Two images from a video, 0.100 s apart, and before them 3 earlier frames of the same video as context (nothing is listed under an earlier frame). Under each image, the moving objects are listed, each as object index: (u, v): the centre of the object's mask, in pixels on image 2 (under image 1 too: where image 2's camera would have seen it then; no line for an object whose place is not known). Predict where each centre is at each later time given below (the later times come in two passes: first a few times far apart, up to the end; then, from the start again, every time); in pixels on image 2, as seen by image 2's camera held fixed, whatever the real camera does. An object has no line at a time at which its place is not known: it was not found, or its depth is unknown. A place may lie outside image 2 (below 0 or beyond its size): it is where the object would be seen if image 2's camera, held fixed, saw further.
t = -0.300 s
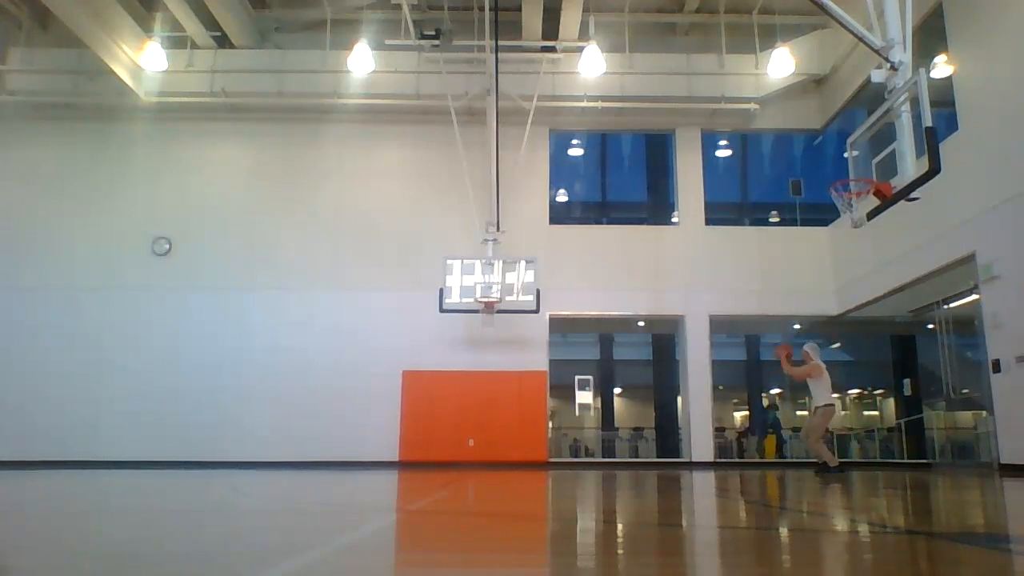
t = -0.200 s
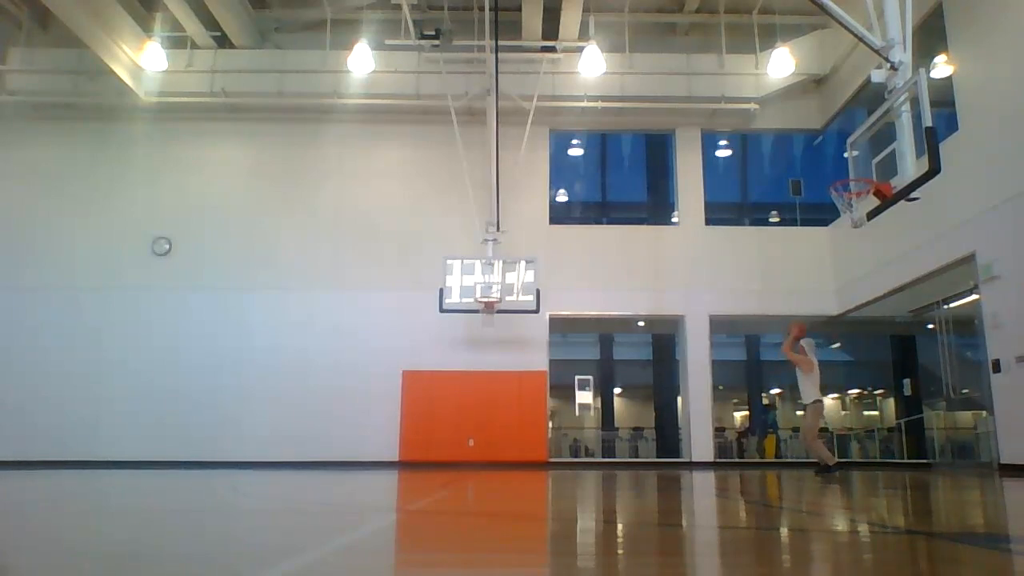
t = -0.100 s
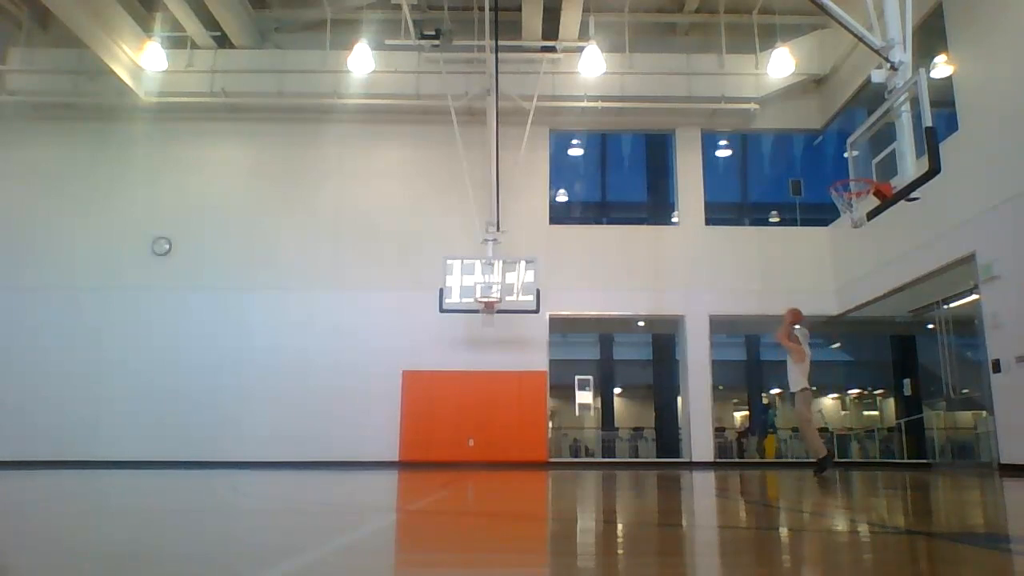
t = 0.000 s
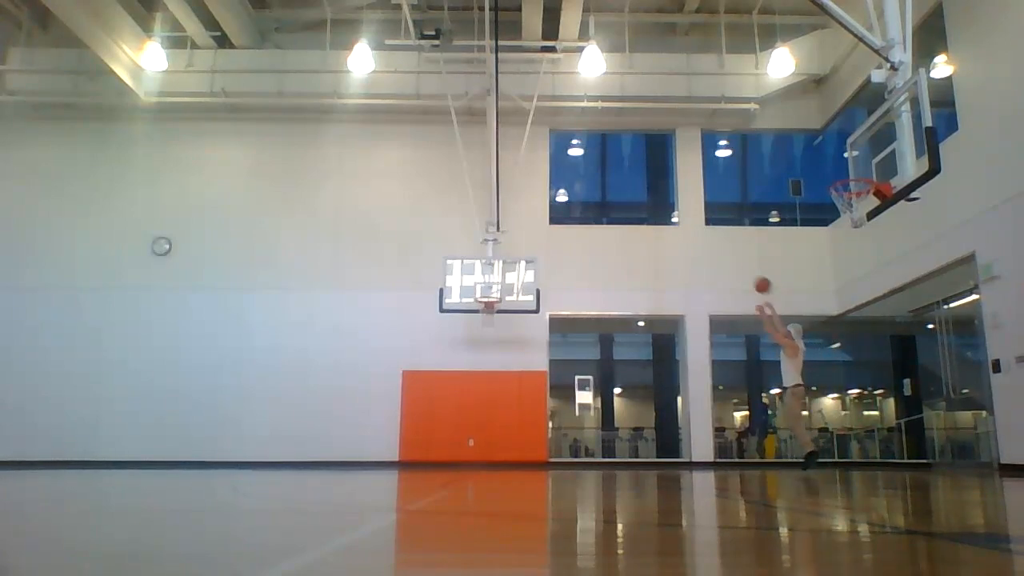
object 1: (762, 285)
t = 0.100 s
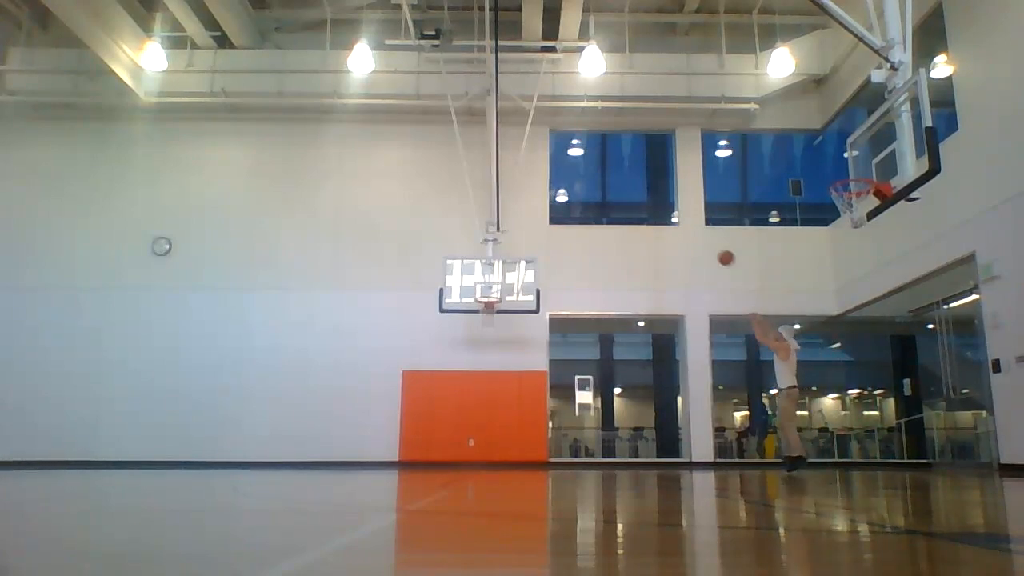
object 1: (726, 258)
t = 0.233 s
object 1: (681, 234)
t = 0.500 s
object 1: (607, 222)
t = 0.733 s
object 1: (551, 243)
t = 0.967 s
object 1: (501, 289)
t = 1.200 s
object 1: (471, 294)
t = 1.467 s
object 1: (447, 309)
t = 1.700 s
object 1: (423, 354)
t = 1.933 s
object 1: (397, 437)
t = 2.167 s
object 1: (376, 410)
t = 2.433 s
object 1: (354, 365)
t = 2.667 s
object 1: (333, 361)
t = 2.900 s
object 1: (308, 389)
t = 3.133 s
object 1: (281, 453)
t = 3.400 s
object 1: (255, 413)
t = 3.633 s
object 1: (231, 400)
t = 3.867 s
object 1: (203, 421)
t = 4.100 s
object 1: (174, 451)
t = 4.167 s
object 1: (168, 440)
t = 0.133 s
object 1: (714, 250)
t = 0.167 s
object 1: (703, 244)
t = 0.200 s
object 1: (692, 239)
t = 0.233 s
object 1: (681, 234)
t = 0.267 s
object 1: (672, 229)
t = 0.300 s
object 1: (661, 226)
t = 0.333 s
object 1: (652, 224)
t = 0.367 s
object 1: (642, 222)
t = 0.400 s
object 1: (633, 221)
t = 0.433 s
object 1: (624, 221)
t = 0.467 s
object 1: (615, 221)
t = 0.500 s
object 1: (607, 222)
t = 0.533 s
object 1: (599, 223)
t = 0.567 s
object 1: (589, 224)
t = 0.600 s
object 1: (582, 227)
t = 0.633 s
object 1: (574, 230)
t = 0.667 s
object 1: (566, 234)
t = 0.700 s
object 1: (558, 238)
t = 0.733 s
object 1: (551, 243)
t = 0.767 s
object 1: (543, 248)
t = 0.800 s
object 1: (536, 254)
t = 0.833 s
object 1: (529, 260)
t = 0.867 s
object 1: (522, 266)
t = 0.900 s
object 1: (514, 273)
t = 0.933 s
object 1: (507, 281)
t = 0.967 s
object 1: (501, 289)
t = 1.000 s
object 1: (496, 293)
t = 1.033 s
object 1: (492, 292)
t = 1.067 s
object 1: (487, 293)
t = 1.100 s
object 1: (483, 293)
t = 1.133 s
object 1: (478, 294)
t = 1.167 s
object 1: (474, 295)
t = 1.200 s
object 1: (471, 294)
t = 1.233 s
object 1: (469, 294)
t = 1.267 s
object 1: (465, 294)
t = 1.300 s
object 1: (462, 295)
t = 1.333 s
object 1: (459, 297)
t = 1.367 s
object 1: (456, 299)
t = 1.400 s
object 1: (453, 302)
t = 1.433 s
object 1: (450, 305)
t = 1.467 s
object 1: (447, 309)
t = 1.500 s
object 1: (444, 313)
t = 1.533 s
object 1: (440, 318)
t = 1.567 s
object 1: (437, 324)
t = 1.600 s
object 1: (433, 331)
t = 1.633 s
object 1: (430, 338)
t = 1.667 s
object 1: (427, 346)
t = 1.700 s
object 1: (423, 354)
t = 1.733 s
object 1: (420, 364)
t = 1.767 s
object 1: (416, 374)
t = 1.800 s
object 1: (413, 386)
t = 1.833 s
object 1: (408, 397)
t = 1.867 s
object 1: (405, 410)
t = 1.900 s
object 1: (401, 423)
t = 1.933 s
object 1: (397, 437)
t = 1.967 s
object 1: (393, 452)
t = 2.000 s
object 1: (390, 460)
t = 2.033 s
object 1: (387, 448)
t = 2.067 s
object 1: (384, 438)
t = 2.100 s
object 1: (382, 428)
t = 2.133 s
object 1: (379, 419)
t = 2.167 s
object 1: (376, 410)
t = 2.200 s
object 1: (374, 402)
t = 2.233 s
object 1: (372, 395)
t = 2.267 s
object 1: (369, 388)
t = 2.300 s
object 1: (366, 382)
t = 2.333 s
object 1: (363, 377)
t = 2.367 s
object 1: (360, 373)
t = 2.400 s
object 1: (357, 369)
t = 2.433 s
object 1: (354, 365)
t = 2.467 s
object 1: (351, 363)
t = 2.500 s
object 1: (348, 361)
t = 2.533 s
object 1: (345, 360)
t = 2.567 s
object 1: (342, 359)
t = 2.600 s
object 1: (339, 359)
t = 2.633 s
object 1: (336, 359)
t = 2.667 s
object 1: (333, 361)
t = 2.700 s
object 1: (329, 363)
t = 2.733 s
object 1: (326, 365)
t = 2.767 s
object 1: (322, 368)
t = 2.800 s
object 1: (319, 372)
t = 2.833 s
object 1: (315, 377)
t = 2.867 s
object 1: (312, 383)
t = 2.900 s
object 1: (308, 389)
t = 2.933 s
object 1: (304, 396)
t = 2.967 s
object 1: (301, 404)
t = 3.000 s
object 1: (297, 412)
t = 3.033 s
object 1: (293, 421)
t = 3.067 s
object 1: (289, 431)
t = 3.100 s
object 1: (285, 442)
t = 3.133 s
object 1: (281, 453)
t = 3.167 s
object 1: (276, 461)
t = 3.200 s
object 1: (274, 452)
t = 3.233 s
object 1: (271, 444)
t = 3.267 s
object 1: (268, 437)
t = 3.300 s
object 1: (265, 430)
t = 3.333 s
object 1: (262, 424)
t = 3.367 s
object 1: (259, 418)
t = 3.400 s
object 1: (255, 413)
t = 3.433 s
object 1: (252, 410)
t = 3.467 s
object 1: (249, 406)
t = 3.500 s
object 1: (245, 403)
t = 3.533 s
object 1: (242, 401)
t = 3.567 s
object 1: (238, 400)
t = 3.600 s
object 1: (235, 400)
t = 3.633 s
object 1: (231, 400)
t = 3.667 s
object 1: (227, 400)
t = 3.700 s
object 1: (224, 402)
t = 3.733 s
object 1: (219, 405)
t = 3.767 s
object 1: (215, 407)
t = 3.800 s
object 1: (211, 411)
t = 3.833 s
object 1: (207, 416)
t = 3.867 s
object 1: (203, 421)
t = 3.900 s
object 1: (199, 428)
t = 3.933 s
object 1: (194, 435)
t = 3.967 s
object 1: (190, 442)
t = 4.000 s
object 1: (186, 451)
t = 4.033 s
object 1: (181, 461)
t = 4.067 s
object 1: (178, 458)
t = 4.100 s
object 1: (174, 451)
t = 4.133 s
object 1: (171, 445)
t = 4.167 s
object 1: (168, 440)
